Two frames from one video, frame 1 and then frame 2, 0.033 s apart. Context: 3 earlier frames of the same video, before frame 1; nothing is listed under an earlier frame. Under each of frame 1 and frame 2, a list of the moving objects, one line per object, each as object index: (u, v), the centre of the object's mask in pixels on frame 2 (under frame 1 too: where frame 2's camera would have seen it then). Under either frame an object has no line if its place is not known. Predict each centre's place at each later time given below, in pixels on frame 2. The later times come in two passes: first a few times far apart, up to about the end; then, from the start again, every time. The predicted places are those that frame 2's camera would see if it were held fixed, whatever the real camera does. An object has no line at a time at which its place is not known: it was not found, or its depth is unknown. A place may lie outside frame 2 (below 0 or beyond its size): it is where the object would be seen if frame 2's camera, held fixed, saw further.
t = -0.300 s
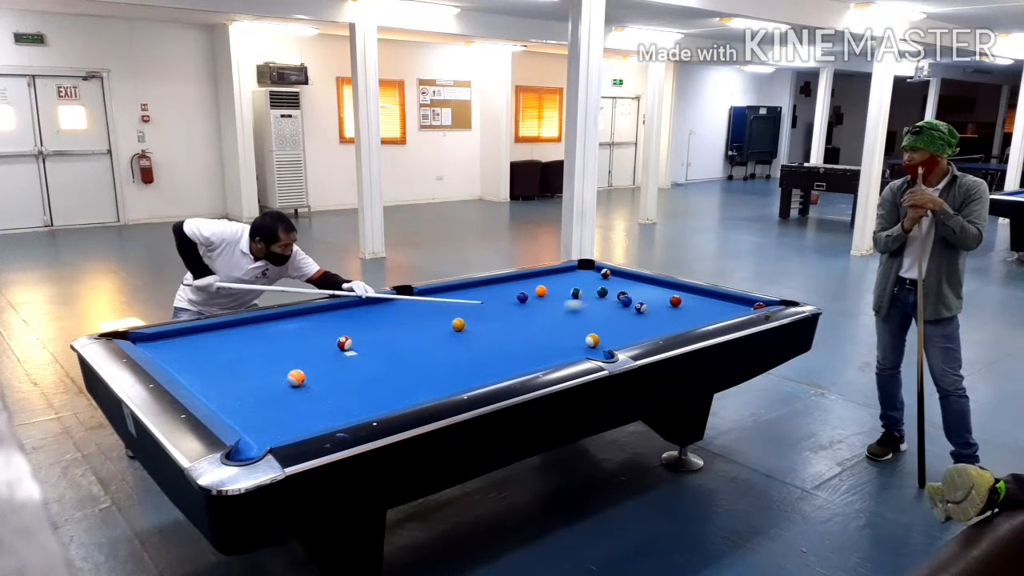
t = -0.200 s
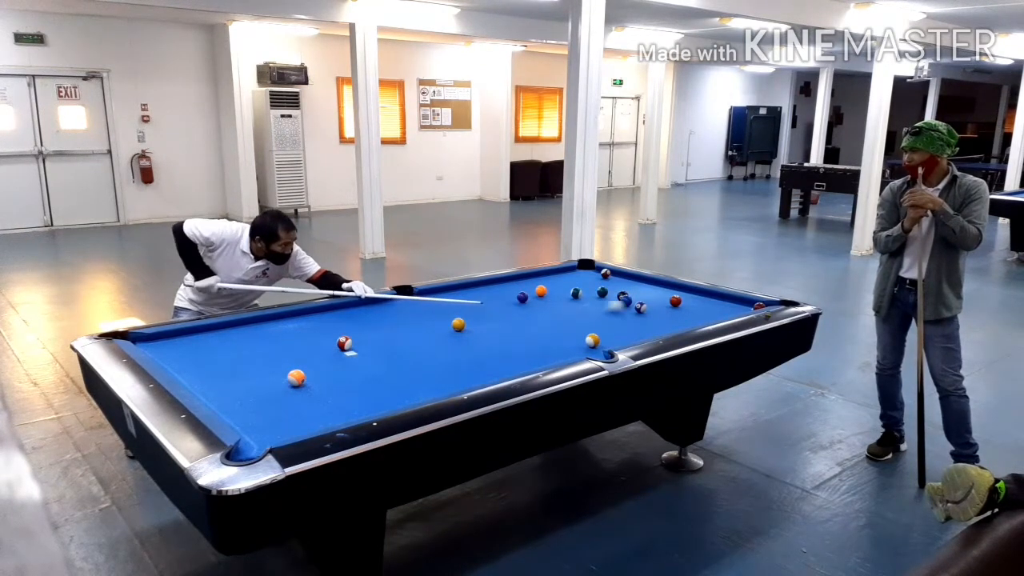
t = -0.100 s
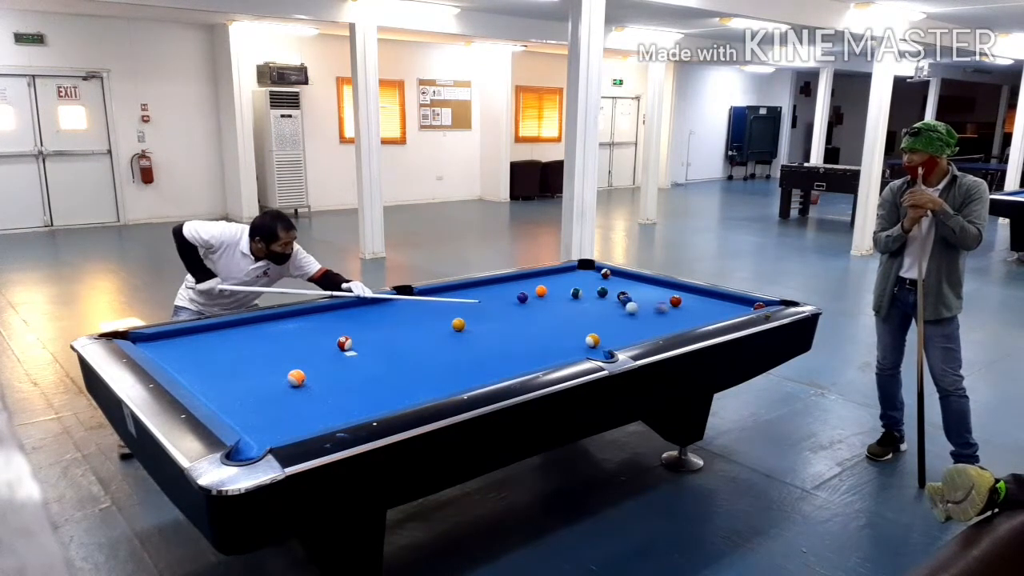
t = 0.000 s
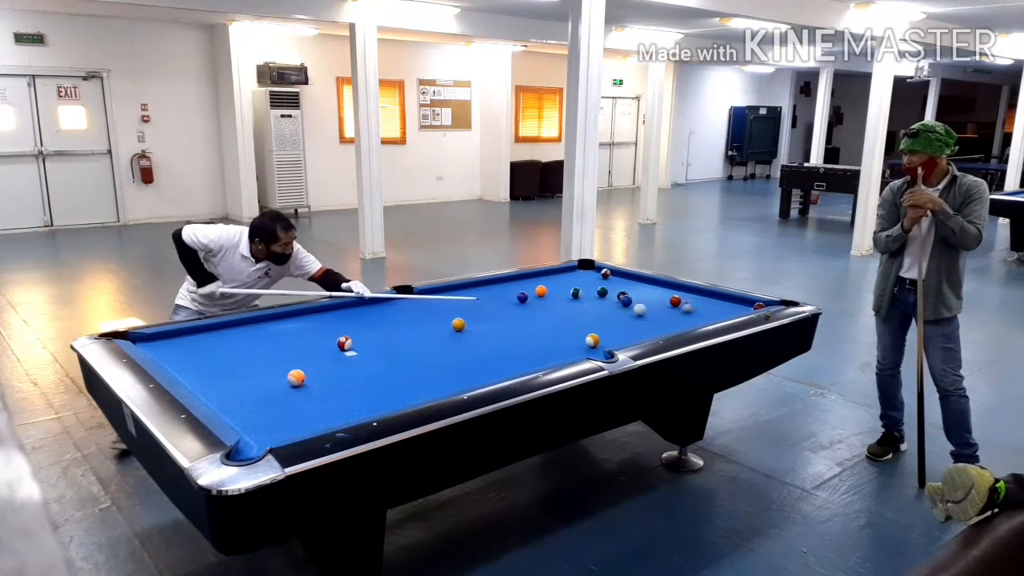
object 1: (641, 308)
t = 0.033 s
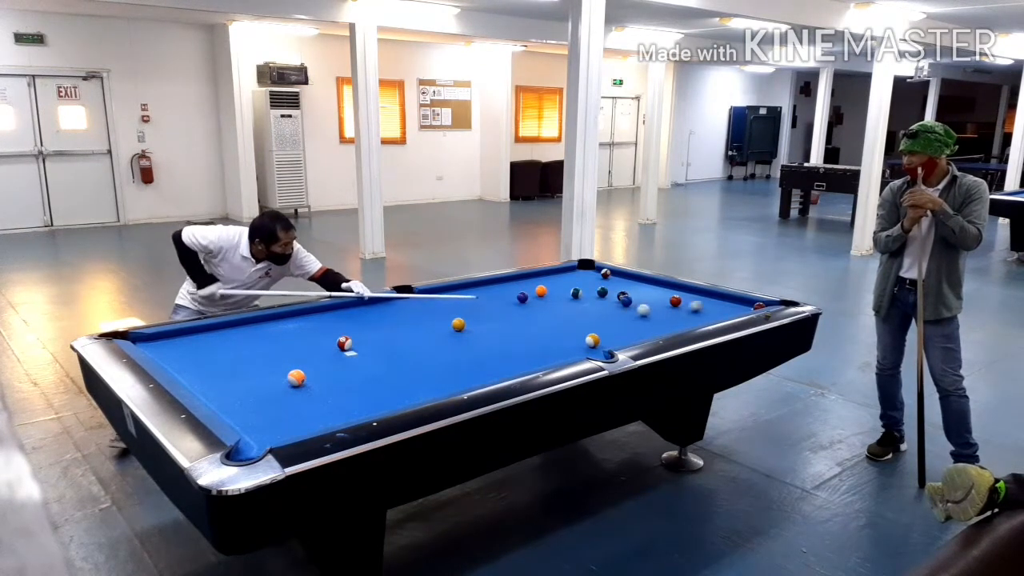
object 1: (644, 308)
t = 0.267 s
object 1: (670, 313)
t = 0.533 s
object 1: (702, 316)
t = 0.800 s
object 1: (711, 316)
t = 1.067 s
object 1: (703, 314)
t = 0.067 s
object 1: (648, 308)
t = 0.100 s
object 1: (651, 308)
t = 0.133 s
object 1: (654, 308)
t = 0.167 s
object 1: (658, 310)
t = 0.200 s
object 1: (662, 311)
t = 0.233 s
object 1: (666, 312)
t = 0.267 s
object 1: (670, 313)
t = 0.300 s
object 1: (674, 314)
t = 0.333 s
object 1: (678, 314)
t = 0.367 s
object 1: (682, 315)
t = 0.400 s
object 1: (686, 315)
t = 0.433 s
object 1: (690, 315)
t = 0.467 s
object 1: (694, 316)
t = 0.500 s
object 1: (698, 316)
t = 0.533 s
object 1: (702, 316)
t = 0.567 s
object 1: (706, 316)
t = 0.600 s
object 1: (709, 316)
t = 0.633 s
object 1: (713, 317)
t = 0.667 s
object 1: (714, 317)
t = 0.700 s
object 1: (714, 317)
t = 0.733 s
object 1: (713, 316)
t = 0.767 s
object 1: (712, 316)
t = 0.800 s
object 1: (711, 316)
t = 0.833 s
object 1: (710, 316)
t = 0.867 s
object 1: (708, 316)
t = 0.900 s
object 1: (708, 315)
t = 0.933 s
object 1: (706, 315)
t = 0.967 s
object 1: (705, 315)
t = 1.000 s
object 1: (705, 314)
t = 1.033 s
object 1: (704, 314)
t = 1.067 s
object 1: (703, 314)
